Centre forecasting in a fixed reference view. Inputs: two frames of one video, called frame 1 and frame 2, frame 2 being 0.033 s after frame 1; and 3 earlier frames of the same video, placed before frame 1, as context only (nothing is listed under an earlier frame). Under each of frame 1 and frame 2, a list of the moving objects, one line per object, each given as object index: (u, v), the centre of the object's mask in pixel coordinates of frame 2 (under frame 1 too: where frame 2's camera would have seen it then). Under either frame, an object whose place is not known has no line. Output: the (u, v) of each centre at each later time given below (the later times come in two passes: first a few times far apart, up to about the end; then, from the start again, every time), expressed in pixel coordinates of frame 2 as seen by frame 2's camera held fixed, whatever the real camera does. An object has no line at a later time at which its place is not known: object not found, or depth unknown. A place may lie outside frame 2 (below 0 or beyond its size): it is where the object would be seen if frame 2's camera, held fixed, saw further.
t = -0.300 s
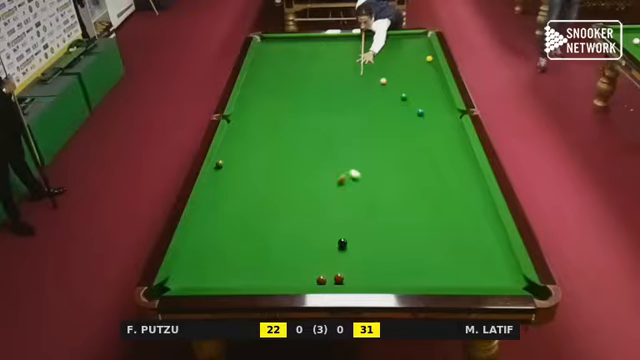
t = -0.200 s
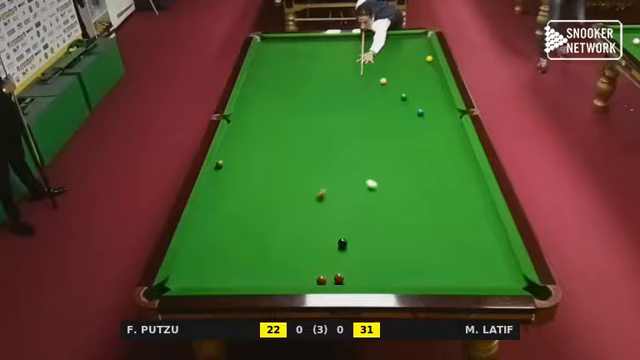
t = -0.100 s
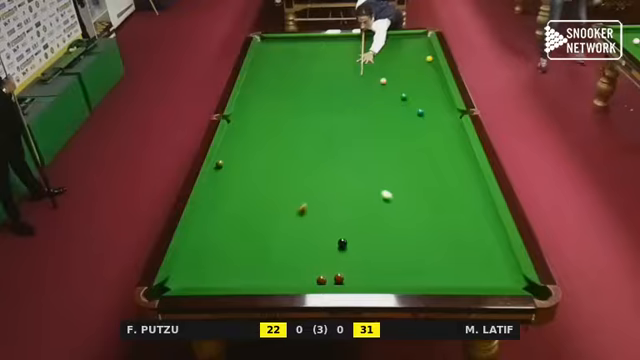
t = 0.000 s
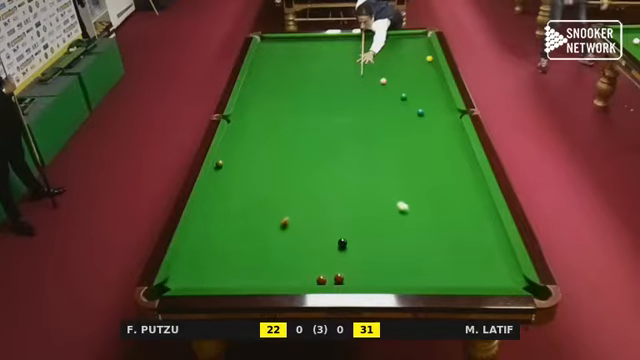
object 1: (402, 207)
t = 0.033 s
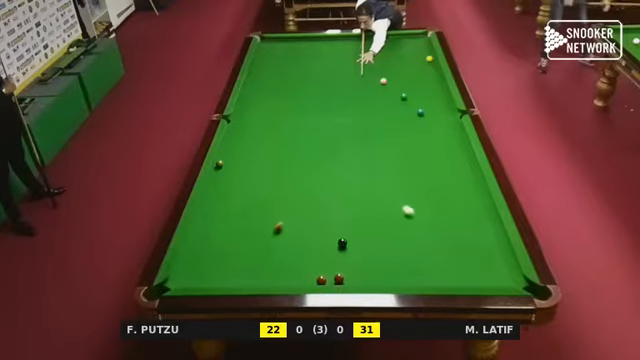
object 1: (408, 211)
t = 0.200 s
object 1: (438, 232)
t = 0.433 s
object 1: (486, 268)
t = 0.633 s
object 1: (515, 275)
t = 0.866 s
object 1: (473, 263)
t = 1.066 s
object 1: (441, 254)
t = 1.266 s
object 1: (412, 245)
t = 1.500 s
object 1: (381, 236)
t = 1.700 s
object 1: (357, 229)
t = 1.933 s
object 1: (331, 221)
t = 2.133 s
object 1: (310, 215)
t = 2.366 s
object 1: (287, 209)
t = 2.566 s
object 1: (269, 204)
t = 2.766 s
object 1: (252, 199)
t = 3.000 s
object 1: (234, 194)
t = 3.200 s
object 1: (219, 189)
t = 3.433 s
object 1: (211, 185)
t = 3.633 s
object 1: (222, 182)
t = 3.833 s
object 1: (233, 180)
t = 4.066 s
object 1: (244, 177)
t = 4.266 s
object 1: (252, 175)
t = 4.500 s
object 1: (261, 172)
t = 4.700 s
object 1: (268, 170)
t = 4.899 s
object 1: (274, 169)
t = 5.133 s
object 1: (281, 167)
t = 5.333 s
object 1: (286, 166)
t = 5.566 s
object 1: (292, 165)
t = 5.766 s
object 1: (295, 164)
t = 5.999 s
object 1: (299, 163)
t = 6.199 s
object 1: (302, 162)
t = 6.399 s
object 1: (304, 162)
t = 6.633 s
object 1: (306, 161)
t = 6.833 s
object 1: (307, 161)
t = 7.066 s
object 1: (307, 161)
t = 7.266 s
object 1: (307, 161)
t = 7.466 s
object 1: (307, 161)
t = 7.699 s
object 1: (307, 161)
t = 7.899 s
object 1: (307, 161)
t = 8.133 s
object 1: (307, 161)
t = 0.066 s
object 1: (414, 215)
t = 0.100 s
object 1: (419, 219)
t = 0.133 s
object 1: (425, 223)
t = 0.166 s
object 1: (431, 228)
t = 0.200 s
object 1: (438, 232)
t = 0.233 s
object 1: (444, 237)
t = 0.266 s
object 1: (451, 242)
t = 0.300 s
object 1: (458, 247)
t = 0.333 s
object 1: (464, 252)
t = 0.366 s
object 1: (472, 257)
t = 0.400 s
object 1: (479, 262)
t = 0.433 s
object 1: (486, 268)
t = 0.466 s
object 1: (494, 273)
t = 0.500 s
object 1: (501, 278)
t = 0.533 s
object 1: (508, 281)
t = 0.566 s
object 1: (514, 279)
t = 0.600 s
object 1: (517, 277)
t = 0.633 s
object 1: (515, 275)
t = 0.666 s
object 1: (508, 273)
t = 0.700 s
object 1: (501, 271)
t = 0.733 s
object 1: (495, 269)
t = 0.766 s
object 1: (489, 268)
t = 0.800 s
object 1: (484, 266)
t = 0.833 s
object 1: (478, 265)
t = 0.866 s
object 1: (473, 263)
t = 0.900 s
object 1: (467, 261)
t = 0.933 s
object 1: (462, 260)
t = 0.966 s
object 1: (457, 259)
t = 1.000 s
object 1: (451, 257)
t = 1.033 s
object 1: (446, 255)
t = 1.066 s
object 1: (441, 254)
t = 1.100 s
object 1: (436, 252)
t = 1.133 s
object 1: (431, 251)
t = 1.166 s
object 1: (426, 249)
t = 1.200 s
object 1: (422, 248)
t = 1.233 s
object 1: (417, 247)
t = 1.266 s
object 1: (412, 245)
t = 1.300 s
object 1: (408, 244)
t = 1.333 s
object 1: (403, 243)
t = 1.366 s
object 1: (399, 241)
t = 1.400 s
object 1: (394, 240)
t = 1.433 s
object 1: (390, 239)
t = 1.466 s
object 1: (386, 237)
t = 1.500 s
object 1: (381, 236)
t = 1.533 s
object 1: (377, 235)
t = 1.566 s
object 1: (373, 234)
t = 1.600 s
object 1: (369, 232)
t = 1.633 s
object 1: (365, 231)
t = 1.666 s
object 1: (361, 230)
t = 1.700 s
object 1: (357, 229)
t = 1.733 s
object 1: (353, 228)
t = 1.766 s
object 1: (349, 227)
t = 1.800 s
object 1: (345, 226)
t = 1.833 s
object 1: (342, 225)
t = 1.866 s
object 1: (338, 224)
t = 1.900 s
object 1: (334, 223)
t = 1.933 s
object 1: (331, 221)
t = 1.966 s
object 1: (327, 220)
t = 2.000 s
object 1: (324, 219)
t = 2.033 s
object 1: (320, 219)
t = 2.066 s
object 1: (317, 217)
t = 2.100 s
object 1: (313, 216)
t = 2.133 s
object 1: (310, 215)
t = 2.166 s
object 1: (306, 215)
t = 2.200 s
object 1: (303, 214)
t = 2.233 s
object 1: (300, 213)
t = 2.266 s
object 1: (297, 212)
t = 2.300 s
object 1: (294, 211)
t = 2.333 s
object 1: (291, 210)
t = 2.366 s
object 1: (287, 209)
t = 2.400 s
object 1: (284, 208)
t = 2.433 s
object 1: (281, 207)
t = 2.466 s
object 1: (278, 206)
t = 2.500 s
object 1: (275, 206)
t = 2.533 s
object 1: (272, 205)
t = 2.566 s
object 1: (269, 204)
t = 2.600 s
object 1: (266, 203)
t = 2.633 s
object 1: (263, 202)
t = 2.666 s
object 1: (261, 201)
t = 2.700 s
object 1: (258, 200)
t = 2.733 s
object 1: (255, 200)
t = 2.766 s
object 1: (252, 199)
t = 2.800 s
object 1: (249, 198)
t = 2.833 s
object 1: (247, 197)
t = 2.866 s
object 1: (244, 197)
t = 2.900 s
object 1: (242, 196)
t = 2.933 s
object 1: (239, 195)
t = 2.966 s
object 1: (237, 194)
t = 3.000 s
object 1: (234, 194)
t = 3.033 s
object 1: (232, 193)
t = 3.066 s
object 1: (229, 192)
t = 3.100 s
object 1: (227, 191)
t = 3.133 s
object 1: (224, 191)
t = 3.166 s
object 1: (222, 190)
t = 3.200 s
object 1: (219, 189)
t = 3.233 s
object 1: (217, 189)
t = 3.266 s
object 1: (215, 188)
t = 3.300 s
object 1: (213, 187)
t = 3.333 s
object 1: (210, 186)
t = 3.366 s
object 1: (208, 186)
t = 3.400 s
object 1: (209, 185)
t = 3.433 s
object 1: (211, 185)
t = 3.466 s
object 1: (213, 184)
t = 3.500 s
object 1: (215, 184)
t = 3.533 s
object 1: (217, 184)
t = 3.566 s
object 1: (219, 183)
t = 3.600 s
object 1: (220, 183)
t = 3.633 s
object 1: (222, 182)
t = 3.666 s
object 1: (224, 182)
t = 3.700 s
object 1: (226, 181)
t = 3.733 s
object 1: (228, 181)
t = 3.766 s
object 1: (229, 180)
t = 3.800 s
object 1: (231, 180)
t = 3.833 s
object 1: (233, 180)
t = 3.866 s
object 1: (234, 179)
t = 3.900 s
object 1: (236, 179)
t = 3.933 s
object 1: (237, 178)
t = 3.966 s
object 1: (239, 178)
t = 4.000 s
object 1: (241, 178)
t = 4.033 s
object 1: (242, 177)
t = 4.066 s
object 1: (244, 177)
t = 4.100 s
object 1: (245, 176)
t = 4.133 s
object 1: (246, 176)
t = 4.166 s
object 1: (248, 175)
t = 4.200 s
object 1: (249, 175)
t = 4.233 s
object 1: (251, 175)
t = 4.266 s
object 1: (252, 175)
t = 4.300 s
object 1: (253, 174)
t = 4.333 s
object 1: (254, 174)
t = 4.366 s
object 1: (256, 173)
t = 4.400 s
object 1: (257, 173)
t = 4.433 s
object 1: (258, 173)
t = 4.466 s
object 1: (260, 173)
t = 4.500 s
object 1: (261, 172)
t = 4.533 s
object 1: (262, 172)
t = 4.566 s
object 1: (263, 172)
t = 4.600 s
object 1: (265, 171)
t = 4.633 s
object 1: (266, 171)
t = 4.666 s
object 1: (267, 171)
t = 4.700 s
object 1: (268, 170)
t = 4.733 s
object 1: (269, 170)
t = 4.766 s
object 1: (270, 170)
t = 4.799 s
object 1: (271, 170)
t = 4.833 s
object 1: (272, 169)
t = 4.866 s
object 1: (273, 169)
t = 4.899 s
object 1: (274, 169)
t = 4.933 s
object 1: (276, 169)
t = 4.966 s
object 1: (277, 168)
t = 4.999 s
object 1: (277, 168)
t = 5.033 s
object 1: (279, 168)
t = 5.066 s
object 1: (279, 168)
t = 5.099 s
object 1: (280, 167)
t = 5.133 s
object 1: (281, 167)
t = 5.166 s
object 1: (282, 167)
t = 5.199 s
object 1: (283, 167)
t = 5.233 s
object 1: (284, 166)
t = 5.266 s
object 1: (285, 166)
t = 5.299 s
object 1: (285, 166)
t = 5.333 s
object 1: (286, 166)
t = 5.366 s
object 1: (287, 166)
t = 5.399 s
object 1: (288, 166)
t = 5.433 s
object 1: (288, 165)
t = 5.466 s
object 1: (289, 165)
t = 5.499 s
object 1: (290, 165)
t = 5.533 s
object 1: (291, 165)
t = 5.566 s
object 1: (292, 165)
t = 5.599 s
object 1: (292, 165)
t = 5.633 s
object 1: (293, 164)
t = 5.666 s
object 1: (293, 164)
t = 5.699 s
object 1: (294, 164)
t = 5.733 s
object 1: (295, 164)
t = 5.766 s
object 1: (295, 164)
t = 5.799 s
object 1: (296, 164)
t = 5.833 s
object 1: (297, 163)
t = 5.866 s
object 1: (297, 163)
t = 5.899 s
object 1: (298, 163)
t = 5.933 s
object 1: (298, 163)
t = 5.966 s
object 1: (298, 163)
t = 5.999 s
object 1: (299, 163)
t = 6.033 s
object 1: (300, 162)
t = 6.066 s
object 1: (300, 162)
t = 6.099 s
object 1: (300, 162)
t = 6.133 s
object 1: (301, 162)
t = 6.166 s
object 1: (301, 162)
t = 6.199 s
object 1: (302, 162)
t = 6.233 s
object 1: (302, 162)
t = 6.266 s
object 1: (303, 162)
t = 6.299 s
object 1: (303, 162)
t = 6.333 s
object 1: (303, 162)
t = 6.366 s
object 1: (304, 162)
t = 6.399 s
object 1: (304, 162)
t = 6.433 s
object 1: (304, 161)
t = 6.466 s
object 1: (305, 161)
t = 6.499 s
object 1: (305, 161)
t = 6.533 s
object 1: (305, 161)
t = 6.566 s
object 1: (305, 161)
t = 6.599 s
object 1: (305, 161)
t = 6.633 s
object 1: (306, 161)
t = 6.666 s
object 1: (306, 161)
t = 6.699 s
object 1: (306, 161)
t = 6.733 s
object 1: (306, 161)
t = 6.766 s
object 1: (306, 161)
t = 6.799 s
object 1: (306, 161)
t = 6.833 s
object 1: (307, 161)
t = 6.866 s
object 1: (307, 161)
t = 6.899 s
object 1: (307, 161)
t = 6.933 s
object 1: (307, 161)
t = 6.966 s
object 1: (307, 161)
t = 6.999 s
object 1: (307, 161)
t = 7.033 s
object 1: (307, 161)
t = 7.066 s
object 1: (307, 161)
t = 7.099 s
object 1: (307, 161)
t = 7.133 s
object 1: (307, 161)
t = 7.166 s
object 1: (307, 161)
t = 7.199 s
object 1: (307, 161)
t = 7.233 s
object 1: (307, 161)
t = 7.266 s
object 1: (307, 161)
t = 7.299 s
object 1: (307, 161)
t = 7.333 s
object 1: (307, 161)
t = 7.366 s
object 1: (307, 161)
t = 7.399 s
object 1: (307, 161)
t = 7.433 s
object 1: (307, 161)
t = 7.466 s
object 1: (307, 161)
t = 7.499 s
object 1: (307, 161)
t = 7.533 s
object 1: (307, 161)
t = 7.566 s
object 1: (307, 161)
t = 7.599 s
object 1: (307, 161)
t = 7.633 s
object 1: (307, 161)
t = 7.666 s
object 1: (307, 161)
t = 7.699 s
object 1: (307, 161)
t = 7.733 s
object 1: (307, 161)
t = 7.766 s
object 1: (307, 161)
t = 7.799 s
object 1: (307, 161)
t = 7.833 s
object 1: (307, 161)
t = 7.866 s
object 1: (307, 161)
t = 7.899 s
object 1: (307, 161)
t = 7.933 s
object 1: (307, 161)
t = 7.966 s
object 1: (307, 161)
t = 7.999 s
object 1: (307, 161)
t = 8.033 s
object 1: (307, 161)
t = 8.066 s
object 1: (307, 161)
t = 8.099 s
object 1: (307, 161)
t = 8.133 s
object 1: (307, 161)
